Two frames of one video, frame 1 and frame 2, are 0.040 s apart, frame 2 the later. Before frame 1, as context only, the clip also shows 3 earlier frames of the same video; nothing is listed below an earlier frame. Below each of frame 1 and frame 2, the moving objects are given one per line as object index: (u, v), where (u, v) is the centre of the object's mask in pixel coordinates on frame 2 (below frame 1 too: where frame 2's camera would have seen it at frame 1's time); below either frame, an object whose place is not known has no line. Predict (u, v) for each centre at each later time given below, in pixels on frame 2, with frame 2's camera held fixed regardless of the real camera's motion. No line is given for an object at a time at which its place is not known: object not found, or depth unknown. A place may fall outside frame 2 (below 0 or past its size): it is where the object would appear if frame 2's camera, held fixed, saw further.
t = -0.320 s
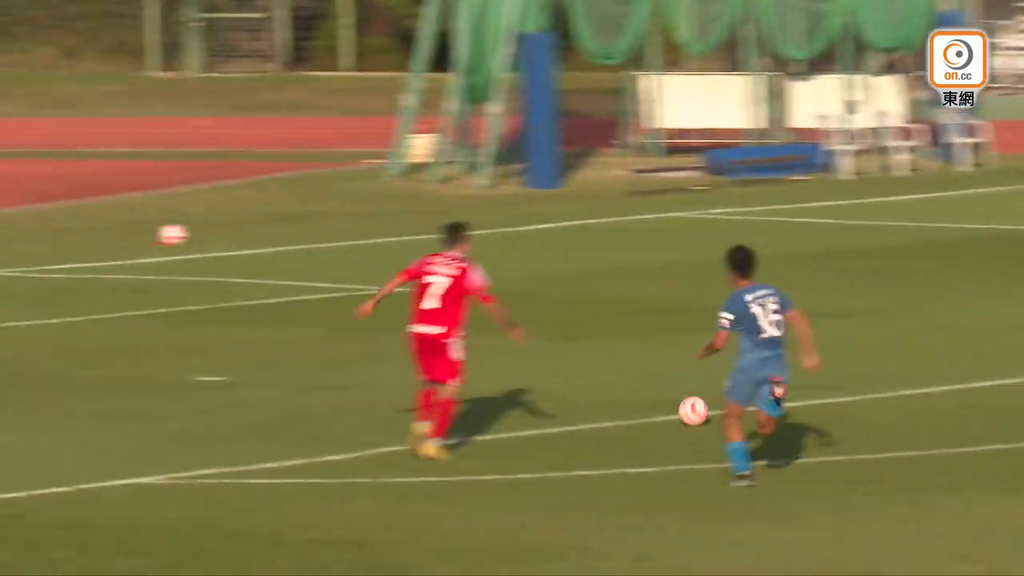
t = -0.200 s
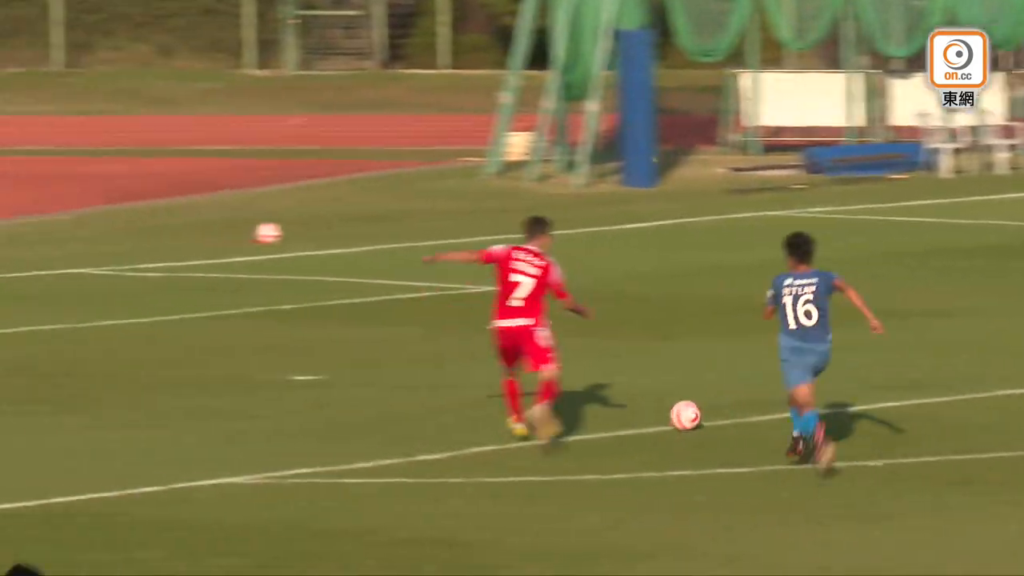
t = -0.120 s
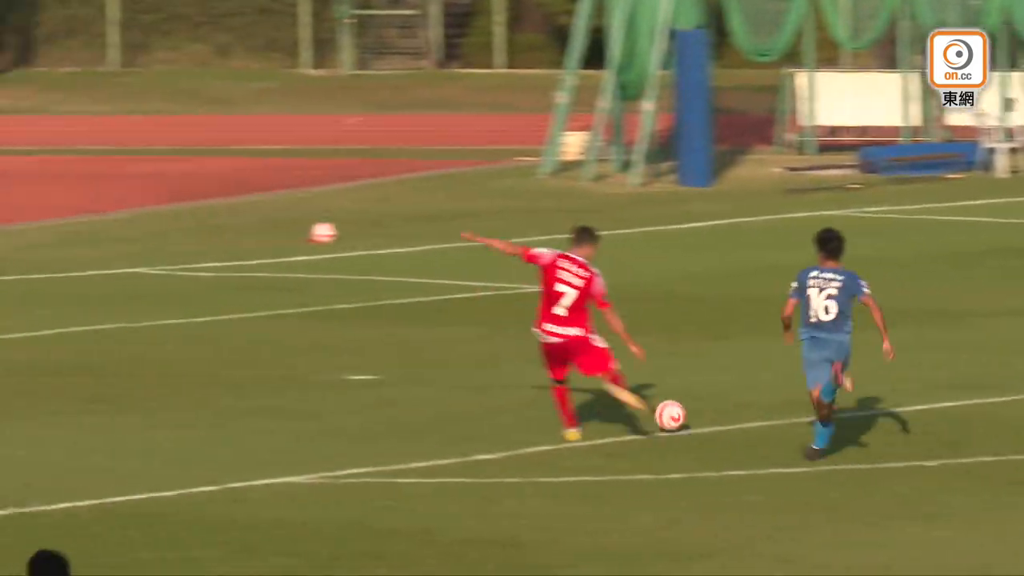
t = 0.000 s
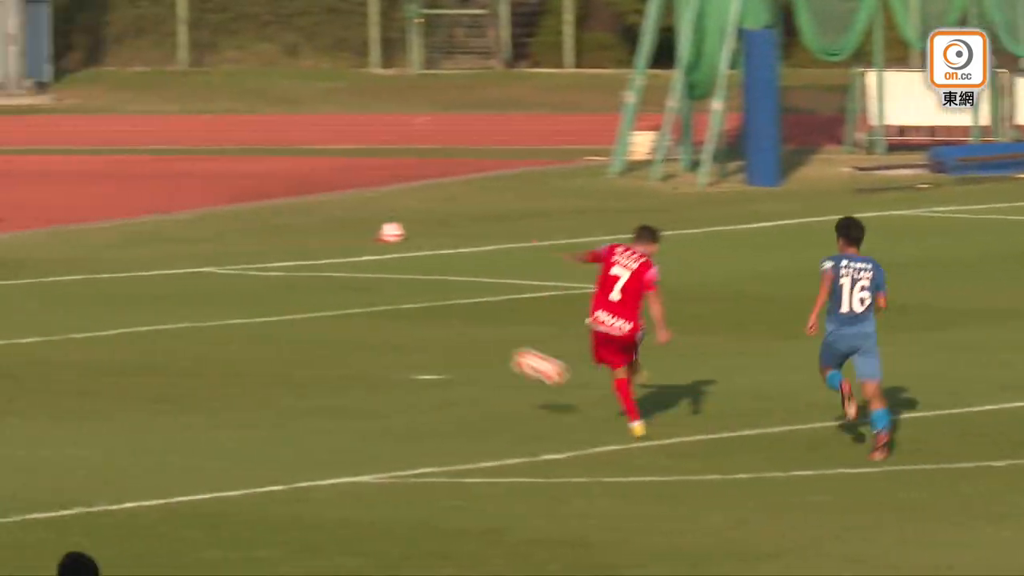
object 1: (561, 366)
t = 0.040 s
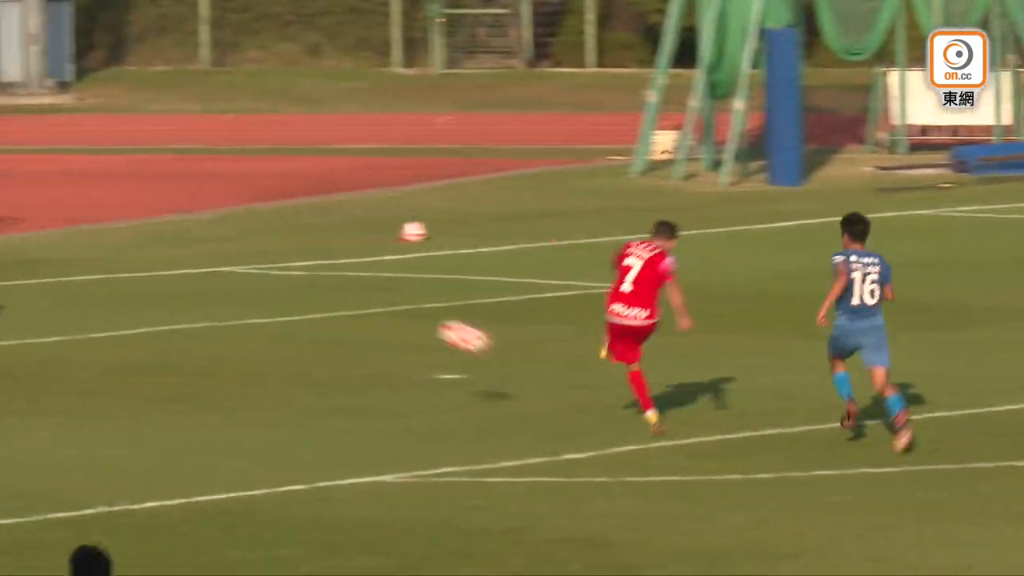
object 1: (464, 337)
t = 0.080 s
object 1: (370, 312)
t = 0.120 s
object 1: (277, 292)
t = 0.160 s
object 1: (186, 275)
